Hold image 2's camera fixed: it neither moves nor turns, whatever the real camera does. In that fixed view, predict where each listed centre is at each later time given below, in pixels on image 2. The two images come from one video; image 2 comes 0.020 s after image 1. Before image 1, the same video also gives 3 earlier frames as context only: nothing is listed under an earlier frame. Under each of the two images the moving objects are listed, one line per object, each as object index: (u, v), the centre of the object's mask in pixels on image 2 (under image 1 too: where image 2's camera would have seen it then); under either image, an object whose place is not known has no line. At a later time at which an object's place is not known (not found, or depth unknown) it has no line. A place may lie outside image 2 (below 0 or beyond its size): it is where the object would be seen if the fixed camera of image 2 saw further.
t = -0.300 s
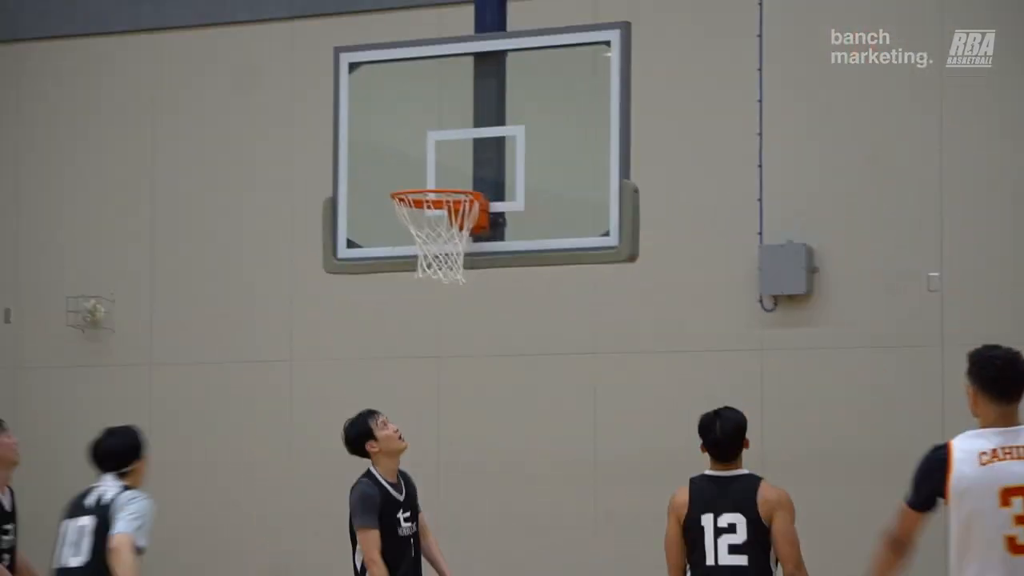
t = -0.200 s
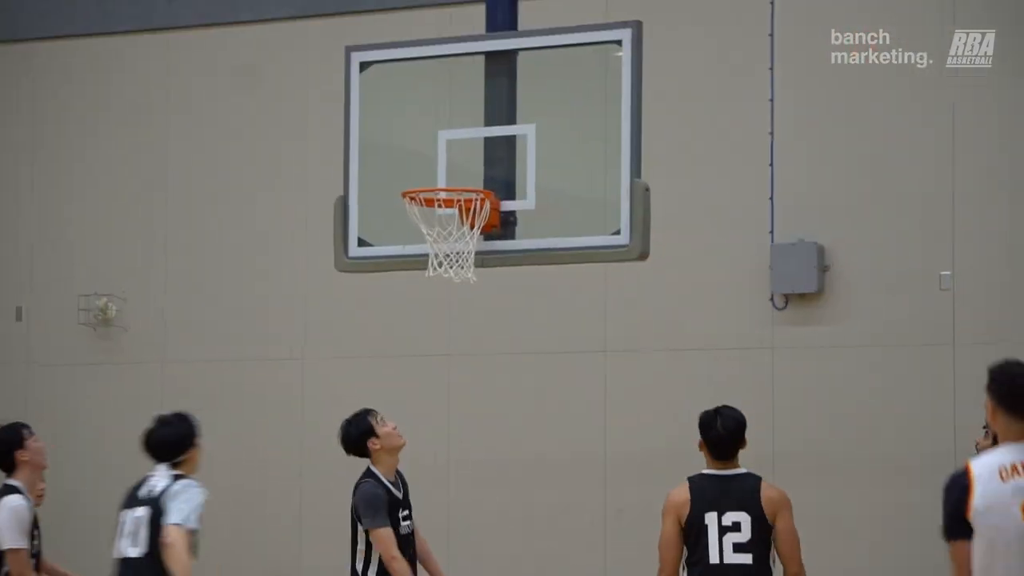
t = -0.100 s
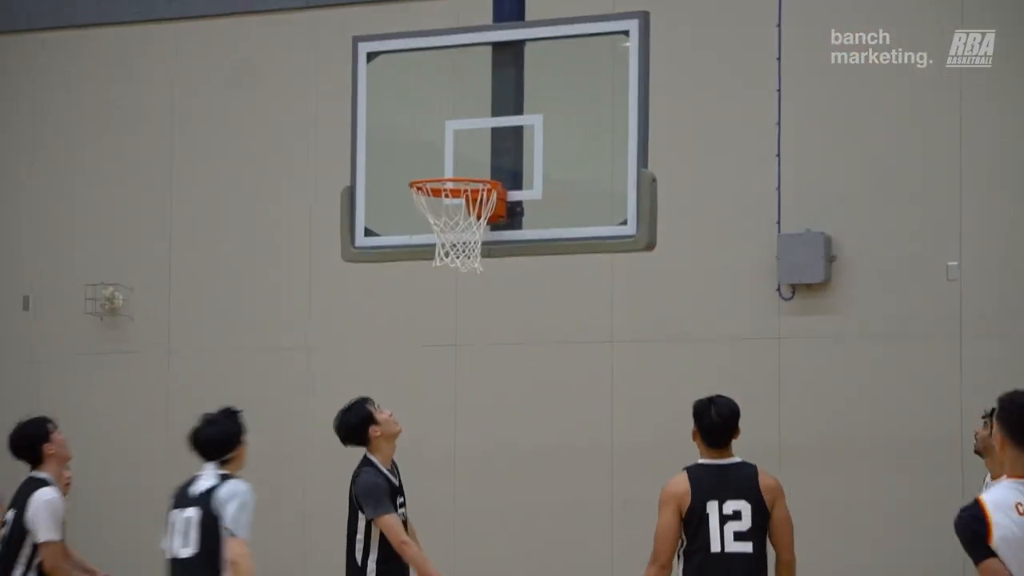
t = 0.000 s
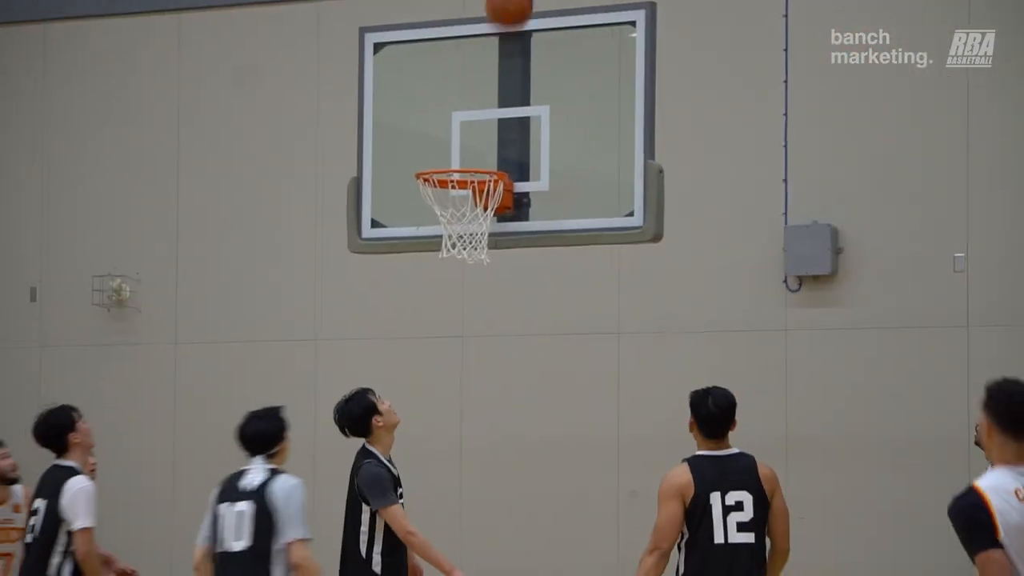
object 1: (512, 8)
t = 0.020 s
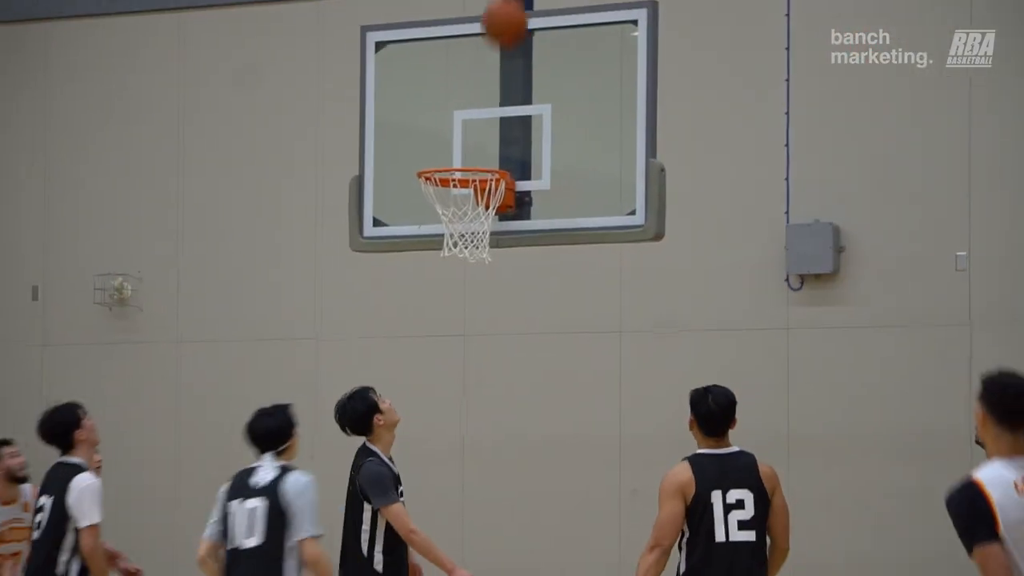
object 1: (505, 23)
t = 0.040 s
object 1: (501, 36)
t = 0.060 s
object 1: (495, 55)
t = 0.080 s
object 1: (490, 73)
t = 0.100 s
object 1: (486, 90)
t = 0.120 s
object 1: (482, 110)
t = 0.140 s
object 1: (477, 131)
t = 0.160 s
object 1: (473, 146)
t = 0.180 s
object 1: (469, 172)
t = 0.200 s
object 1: (464, 192)
